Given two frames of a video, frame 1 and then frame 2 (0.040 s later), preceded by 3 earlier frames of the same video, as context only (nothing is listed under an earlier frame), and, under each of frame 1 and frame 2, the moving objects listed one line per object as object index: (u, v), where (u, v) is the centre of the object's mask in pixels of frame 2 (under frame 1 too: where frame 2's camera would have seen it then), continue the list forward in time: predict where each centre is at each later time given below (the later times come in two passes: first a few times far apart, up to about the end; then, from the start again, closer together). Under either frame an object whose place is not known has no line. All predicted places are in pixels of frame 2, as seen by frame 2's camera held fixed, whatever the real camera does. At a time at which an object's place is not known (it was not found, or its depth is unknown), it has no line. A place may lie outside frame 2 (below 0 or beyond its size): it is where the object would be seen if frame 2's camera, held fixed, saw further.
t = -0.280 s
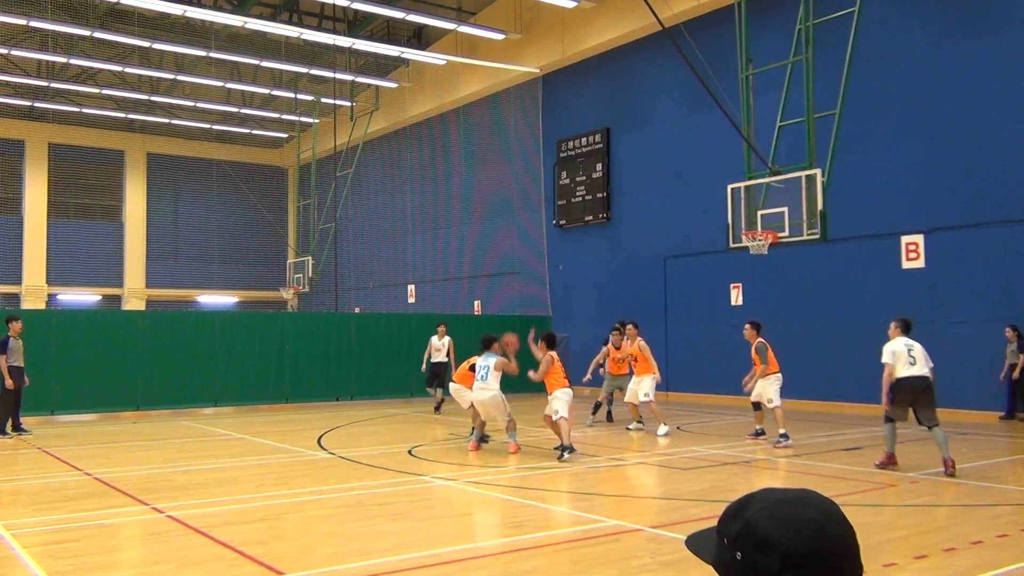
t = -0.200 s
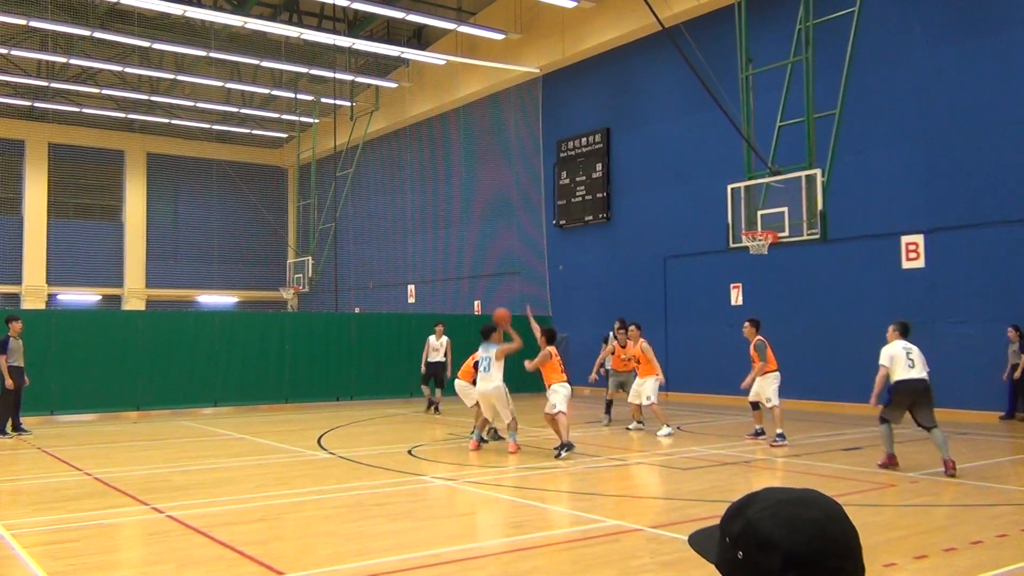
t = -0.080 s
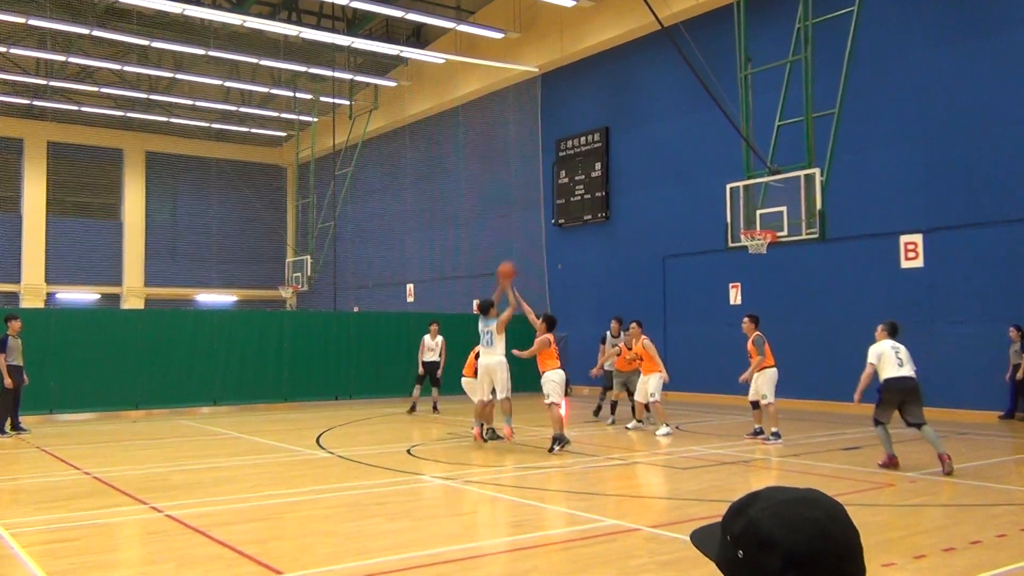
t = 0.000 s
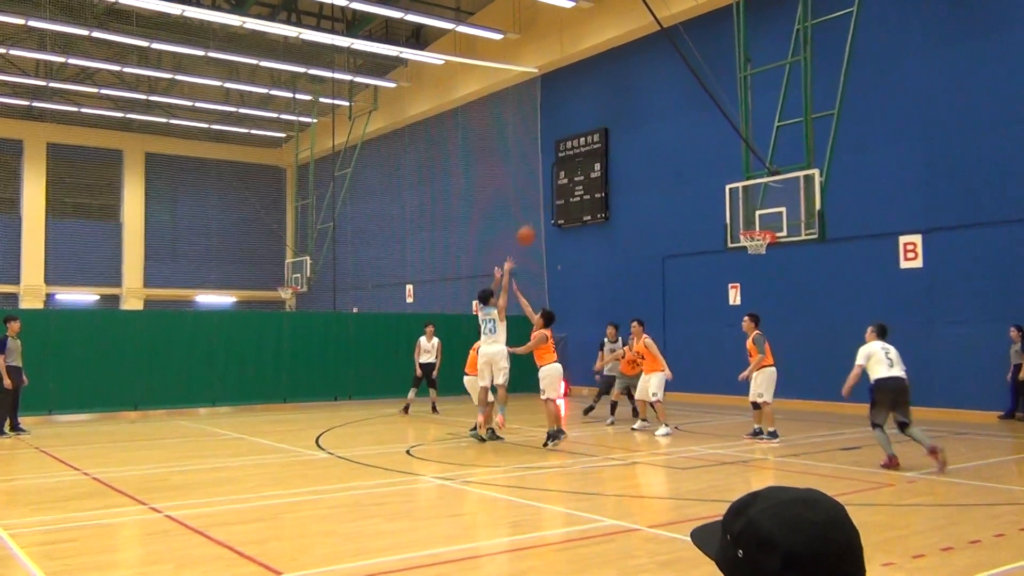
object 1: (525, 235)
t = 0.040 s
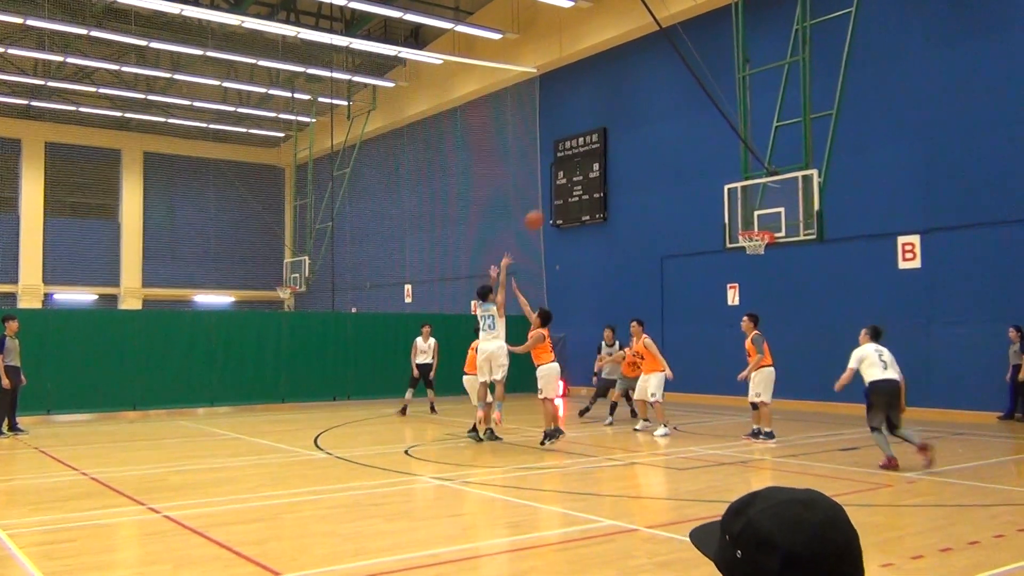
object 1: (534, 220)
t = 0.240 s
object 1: (583, 161)
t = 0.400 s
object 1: (618, 135)
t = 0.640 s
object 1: (668, 131)
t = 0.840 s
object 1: (707, 154)
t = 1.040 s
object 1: (744, 200)
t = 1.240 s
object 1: (763, 198)
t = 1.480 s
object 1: (764, 168)
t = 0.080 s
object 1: (544, 205)
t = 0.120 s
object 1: (554, 192)
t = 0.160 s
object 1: (563, 180)
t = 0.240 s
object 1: (583, 161)
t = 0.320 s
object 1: (600, 146)
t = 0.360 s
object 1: (610, 141)
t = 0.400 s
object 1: (618, 135)
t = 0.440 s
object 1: (627, 132)
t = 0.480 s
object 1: (635, 130)
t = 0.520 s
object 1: (644, 128)
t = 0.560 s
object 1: (652, 129)
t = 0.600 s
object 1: (660, 129)
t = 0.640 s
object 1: (668, 131)
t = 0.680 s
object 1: (676, 134)
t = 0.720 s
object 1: (684, 137)
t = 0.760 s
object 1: (691, 142)
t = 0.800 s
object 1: (699, 148)
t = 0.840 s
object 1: (707, 154)
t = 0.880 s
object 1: (714, 161)
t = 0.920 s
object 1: (721, 169)
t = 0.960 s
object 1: (728, 178)
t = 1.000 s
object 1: (736, 189)
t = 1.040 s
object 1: (744, 200)
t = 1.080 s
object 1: (750, 212)
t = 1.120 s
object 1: (758, 224)
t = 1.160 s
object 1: (760, 220)
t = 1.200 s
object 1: (761, 208)
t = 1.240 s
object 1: (763, 198)
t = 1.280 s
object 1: (764, 190)
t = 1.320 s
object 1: (763, 183)
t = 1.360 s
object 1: (763, 178)
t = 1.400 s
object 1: (764, 173)
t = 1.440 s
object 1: (764, 170)
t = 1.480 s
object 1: (764, 168)
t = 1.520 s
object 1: (764, 167)
